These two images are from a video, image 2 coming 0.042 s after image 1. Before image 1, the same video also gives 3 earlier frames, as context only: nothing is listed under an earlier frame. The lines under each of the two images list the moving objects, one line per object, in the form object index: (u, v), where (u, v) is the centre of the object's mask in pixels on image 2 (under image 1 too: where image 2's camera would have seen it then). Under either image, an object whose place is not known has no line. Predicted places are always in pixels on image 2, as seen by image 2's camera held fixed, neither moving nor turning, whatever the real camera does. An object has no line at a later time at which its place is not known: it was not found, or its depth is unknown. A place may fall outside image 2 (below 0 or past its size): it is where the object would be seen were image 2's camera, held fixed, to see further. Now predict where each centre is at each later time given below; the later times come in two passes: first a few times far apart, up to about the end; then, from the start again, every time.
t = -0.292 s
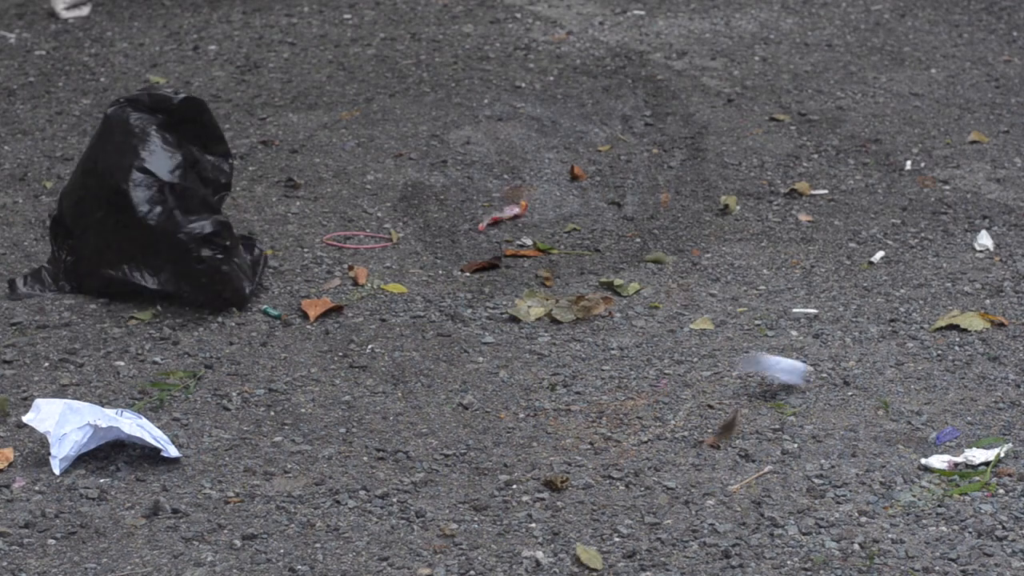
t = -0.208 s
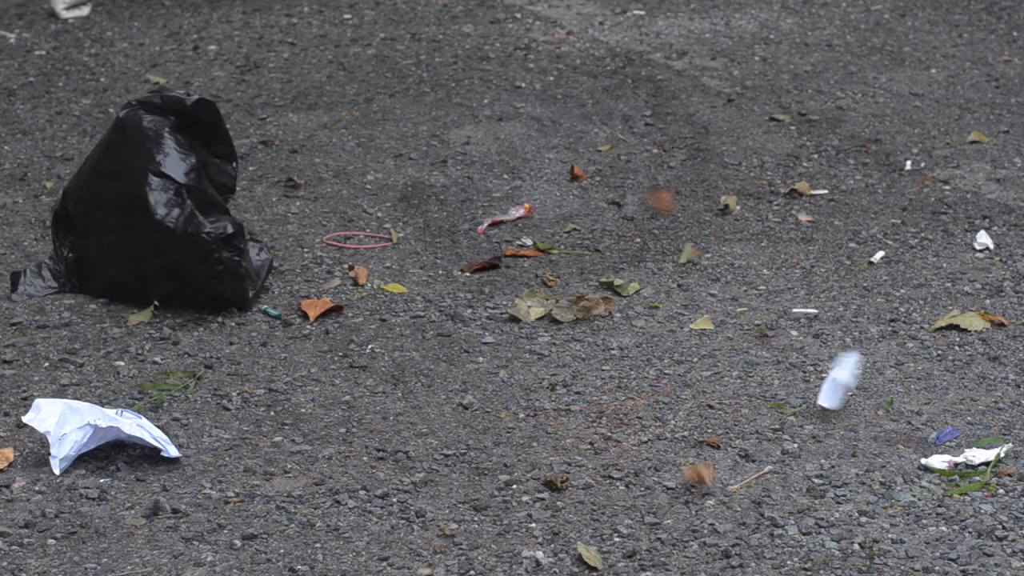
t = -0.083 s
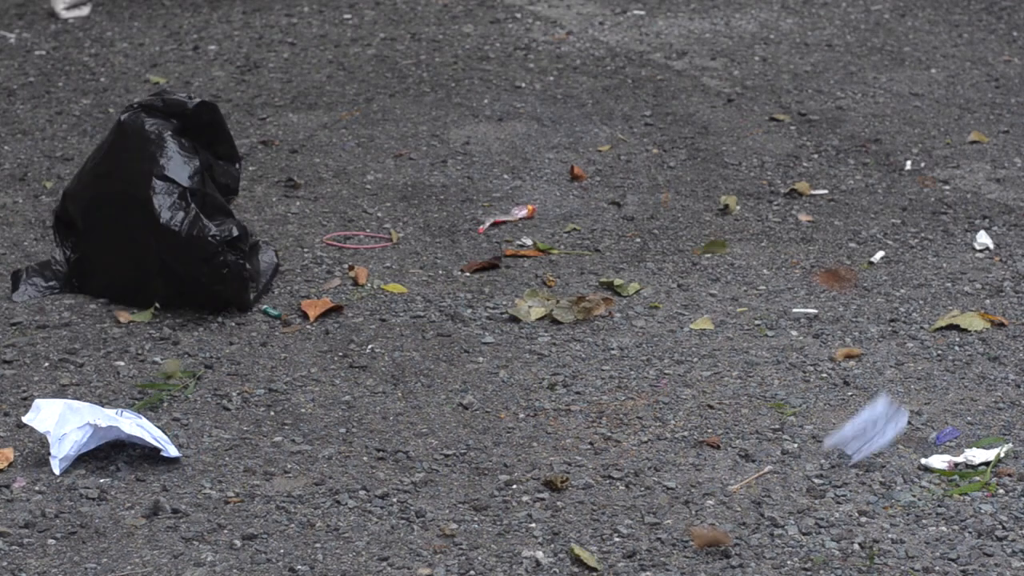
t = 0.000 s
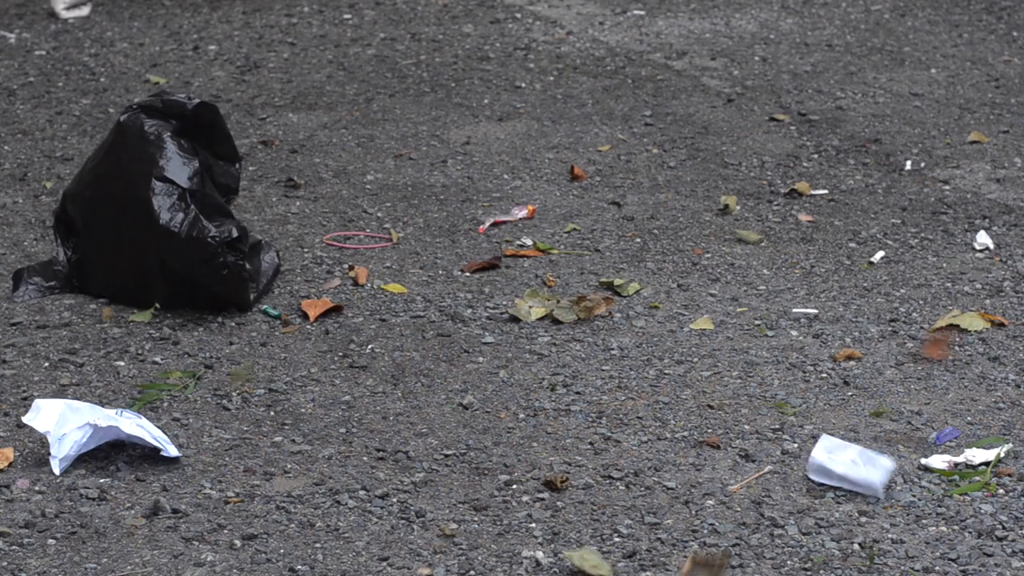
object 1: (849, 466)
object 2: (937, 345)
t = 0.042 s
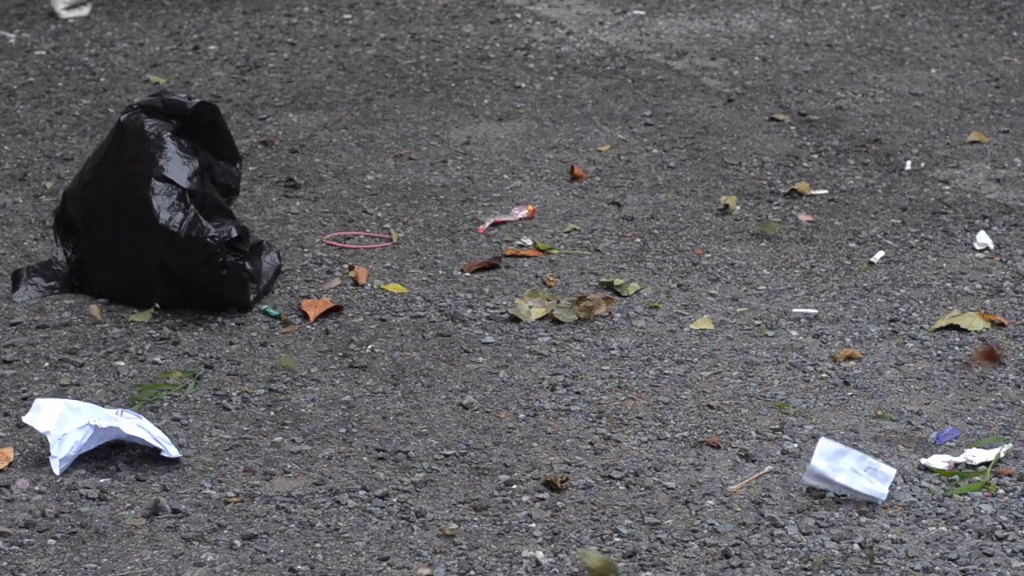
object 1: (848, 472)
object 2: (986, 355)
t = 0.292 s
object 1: (924, 512)
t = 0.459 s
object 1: (1008, 560)
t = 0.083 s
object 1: (843, 484)
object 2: (1014, 380)
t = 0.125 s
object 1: (840, 499)
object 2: (1016, 415)
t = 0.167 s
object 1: (849, 511)
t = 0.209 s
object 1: (873, 508)
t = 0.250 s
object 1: (895, 504)
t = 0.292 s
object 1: (924, 512)
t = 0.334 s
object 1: (953, 539)
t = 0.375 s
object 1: (979, 549)
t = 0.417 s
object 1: (996, 547)
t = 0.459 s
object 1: (1008, 560)
